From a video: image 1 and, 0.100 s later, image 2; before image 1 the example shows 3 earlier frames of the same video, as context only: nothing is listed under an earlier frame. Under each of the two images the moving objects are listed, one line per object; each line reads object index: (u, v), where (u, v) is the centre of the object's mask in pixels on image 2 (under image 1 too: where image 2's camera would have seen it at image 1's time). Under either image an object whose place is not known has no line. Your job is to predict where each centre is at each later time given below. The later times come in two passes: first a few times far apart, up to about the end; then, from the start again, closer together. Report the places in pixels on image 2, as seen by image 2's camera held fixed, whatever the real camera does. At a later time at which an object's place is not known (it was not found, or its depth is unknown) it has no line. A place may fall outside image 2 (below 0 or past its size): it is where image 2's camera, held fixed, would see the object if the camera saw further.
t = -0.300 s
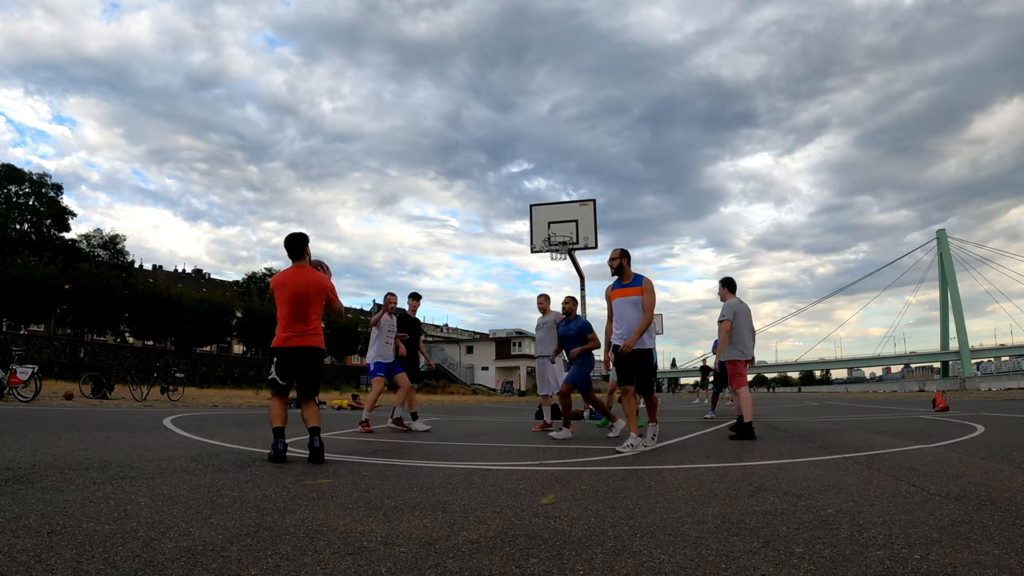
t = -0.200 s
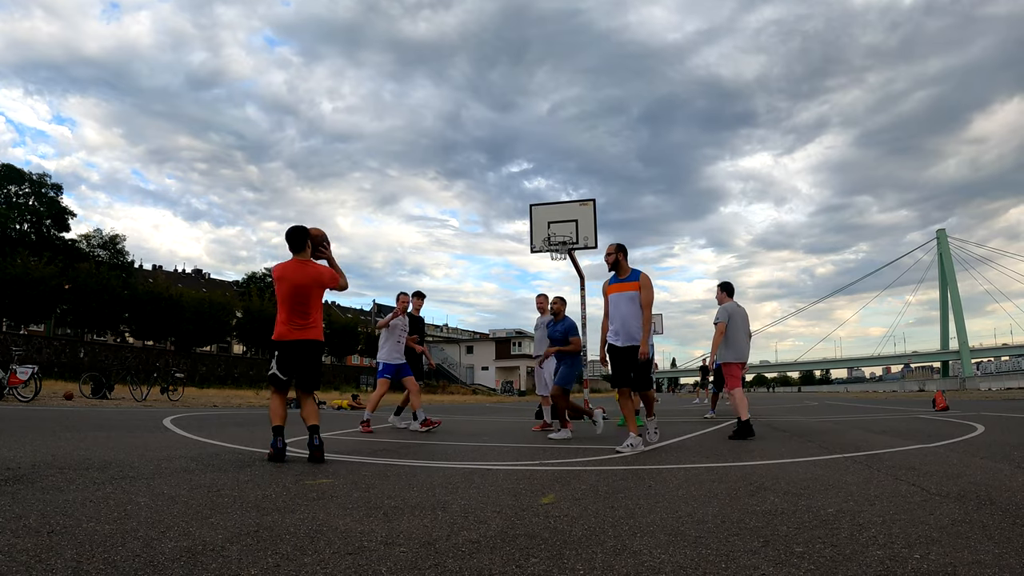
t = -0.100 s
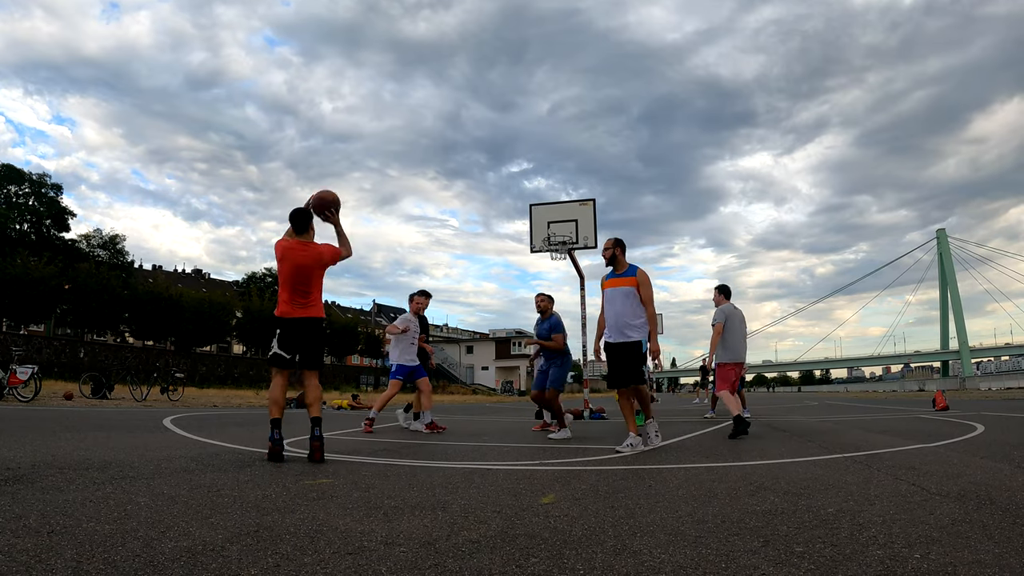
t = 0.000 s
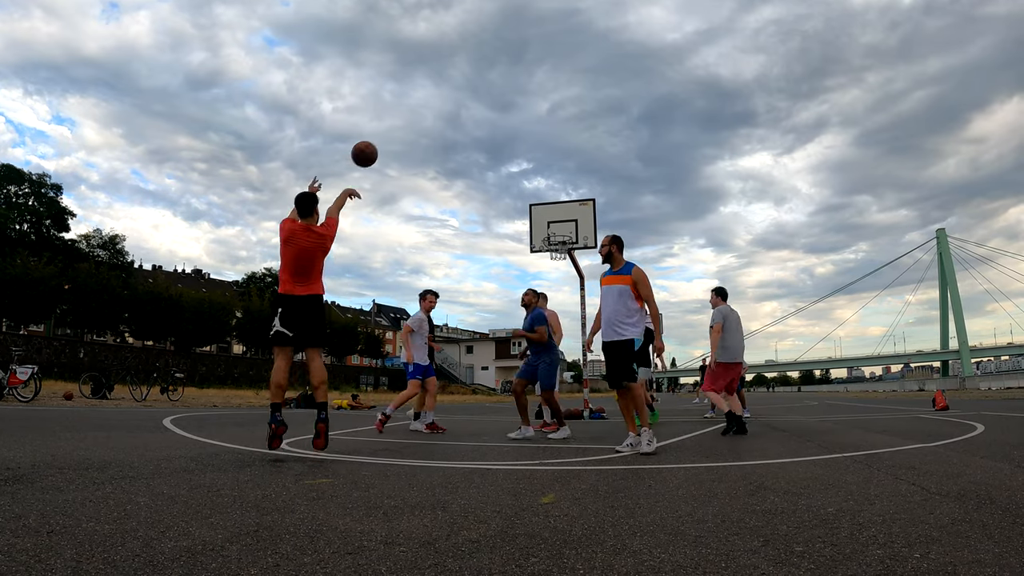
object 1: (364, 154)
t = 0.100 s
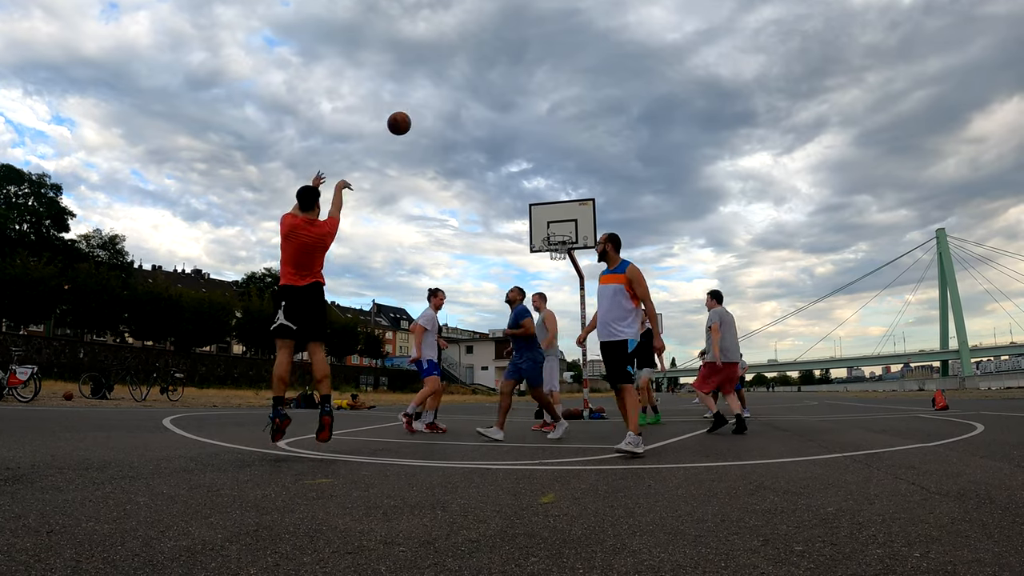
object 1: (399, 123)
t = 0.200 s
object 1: (427, 107)
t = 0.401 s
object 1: (470, 103)
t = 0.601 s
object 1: (501, 125)
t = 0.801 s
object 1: (526, 164)
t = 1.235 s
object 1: (544, 211)
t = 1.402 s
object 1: (539, 201)
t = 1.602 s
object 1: (534, 210)
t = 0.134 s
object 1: (409, 116)
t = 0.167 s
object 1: (418, 111)
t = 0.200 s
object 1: (427, 107)
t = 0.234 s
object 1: (436, 104)
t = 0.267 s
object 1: (443, 102)
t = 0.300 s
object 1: (450, 101)
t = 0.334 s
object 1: (457, 101)
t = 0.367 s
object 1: (464, 102)
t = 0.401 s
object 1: (470, 103)
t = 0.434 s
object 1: (475, 105)
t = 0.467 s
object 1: (481, 108)
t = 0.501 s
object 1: (486, 111)
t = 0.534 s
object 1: (491, 115)
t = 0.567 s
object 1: (496, 120)
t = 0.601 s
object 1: (501, 125)
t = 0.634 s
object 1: (506, 130)
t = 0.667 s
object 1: (510, 136)
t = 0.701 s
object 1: (514, 142)
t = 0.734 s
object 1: (518, 149)
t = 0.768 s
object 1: (522, 156)
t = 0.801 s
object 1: (526, 164)
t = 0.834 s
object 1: (529, 172)
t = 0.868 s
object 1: (533, 180)
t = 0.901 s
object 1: (537, 189)
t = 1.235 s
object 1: (544, 211)
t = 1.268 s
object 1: (543, 208)
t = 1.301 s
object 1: (542, 205)
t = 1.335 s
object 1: (541, 203)
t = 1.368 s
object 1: (540, 202)
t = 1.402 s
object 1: (539, 201)
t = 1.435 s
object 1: (538, 200)
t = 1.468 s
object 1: (537, 201)
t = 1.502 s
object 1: (536, 202)
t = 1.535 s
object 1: (535, 204)
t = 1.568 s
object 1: (534, 207)
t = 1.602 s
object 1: (534, 210)
